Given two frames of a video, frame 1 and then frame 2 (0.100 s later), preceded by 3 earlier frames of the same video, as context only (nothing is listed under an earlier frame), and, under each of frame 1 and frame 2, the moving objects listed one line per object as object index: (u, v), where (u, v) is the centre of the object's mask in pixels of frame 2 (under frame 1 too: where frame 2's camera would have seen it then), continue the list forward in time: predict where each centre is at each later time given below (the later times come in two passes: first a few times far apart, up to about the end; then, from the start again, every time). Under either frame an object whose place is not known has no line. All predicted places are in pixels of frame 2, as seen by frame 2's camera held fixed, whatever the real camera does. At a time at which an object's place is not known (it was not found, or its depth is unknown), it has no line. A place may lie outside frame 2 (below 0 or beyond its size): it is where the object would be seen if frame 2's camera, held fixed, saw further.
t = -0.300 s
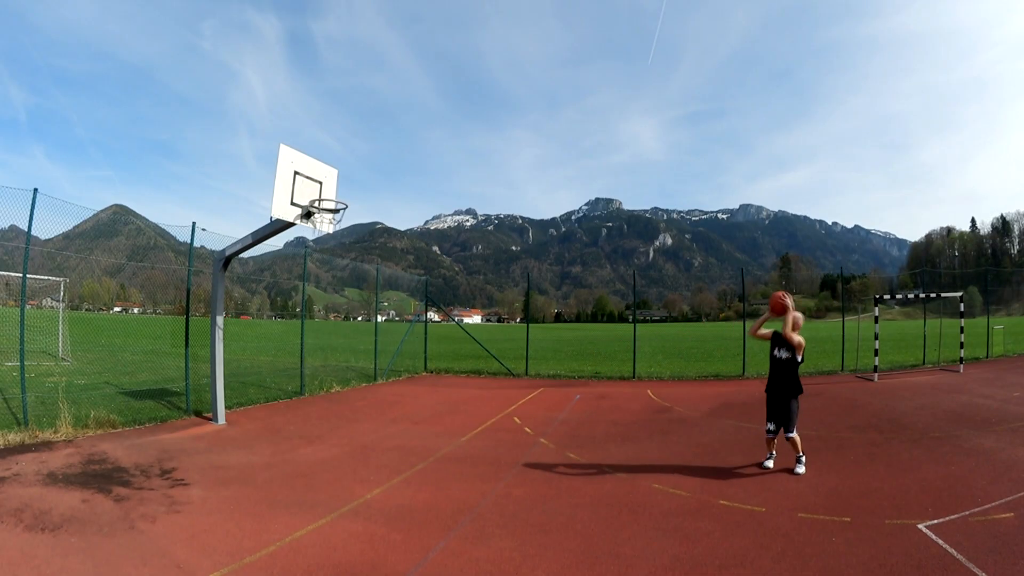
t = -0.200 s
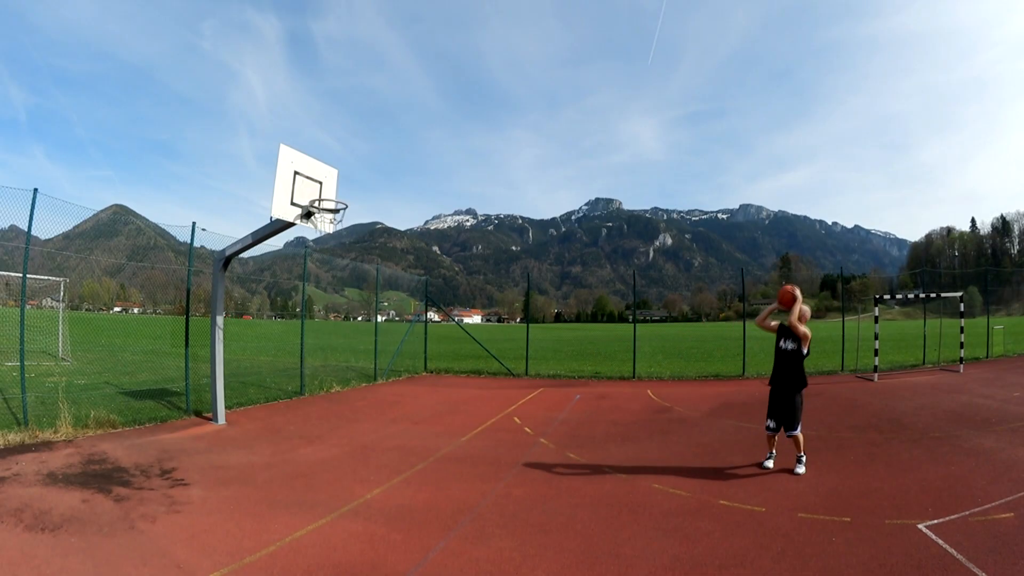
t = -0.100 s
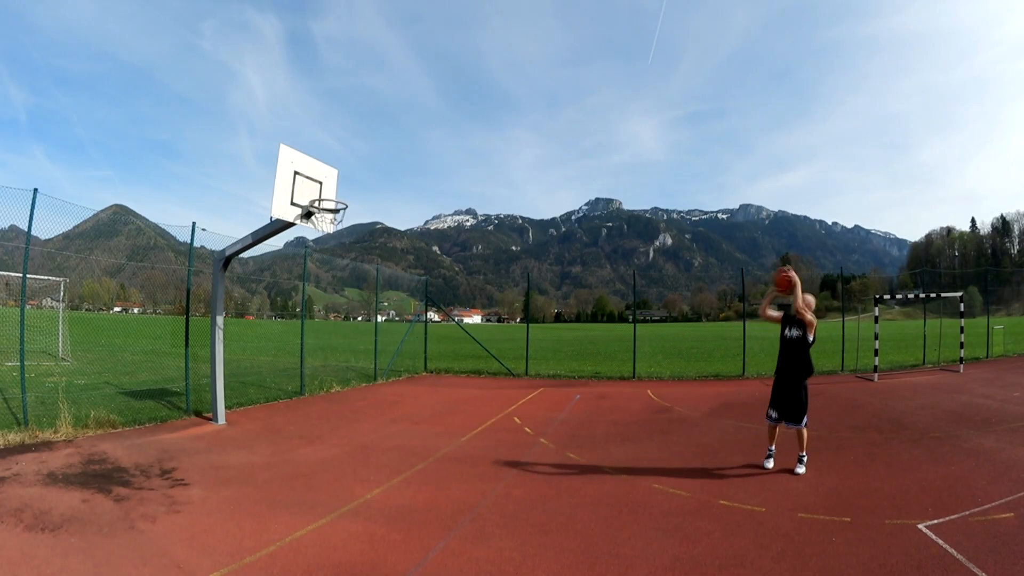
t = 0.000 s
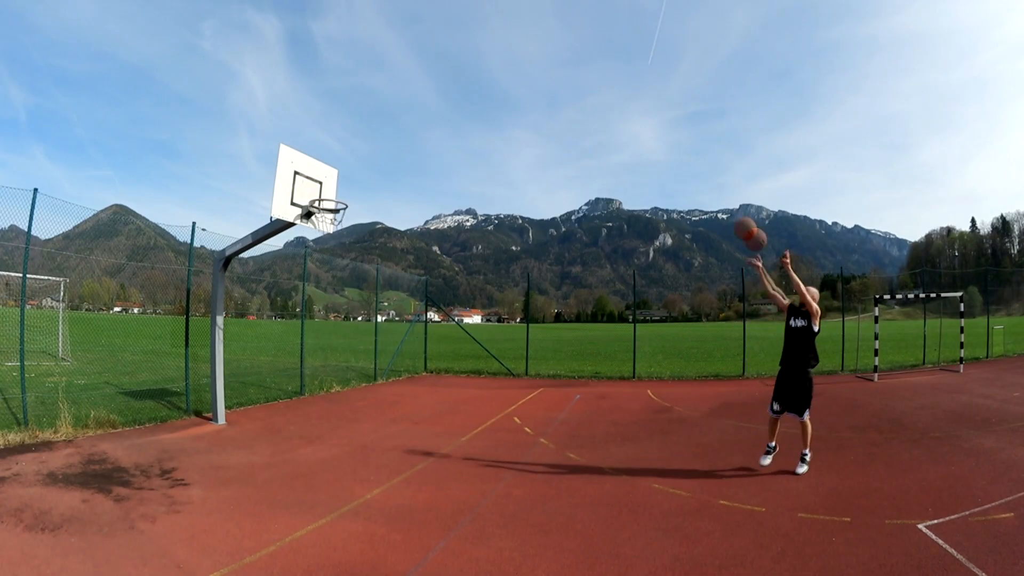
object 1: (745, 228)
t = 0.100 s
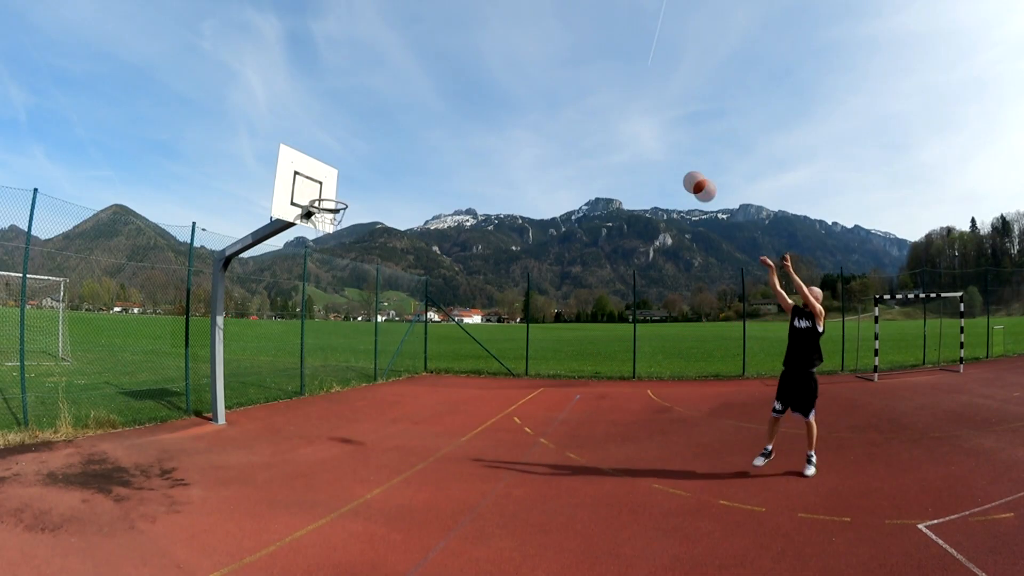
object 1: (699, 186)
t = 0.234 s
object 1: (633, 142)
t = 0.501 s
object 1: (506, 110)
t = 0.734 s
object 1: (411, 137)
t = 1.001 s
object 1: (317, 214)
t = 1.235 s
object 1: (310, 266)
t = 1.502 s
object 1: (304, 383)
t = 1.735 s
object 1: (308, 389)
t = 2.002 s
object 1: (320, 314)
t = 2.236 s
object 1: (331, 295)
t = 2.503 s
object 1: (344, 326)
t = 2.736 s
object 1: (356, 396)
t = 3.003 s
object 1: (363, 390)
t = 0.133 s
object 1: (684, 174)
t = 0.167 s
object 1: (664, 160)
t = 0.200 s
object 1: (648, 150)
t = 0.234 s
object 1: (633, 142)
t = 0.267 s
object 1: (613, 133)
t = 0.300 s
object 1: (598, 126)
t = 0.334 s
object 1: (584, 122)
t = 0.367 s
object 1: (565, 117)
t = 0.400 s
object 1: (555, 115)
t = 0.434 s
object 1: (537, 112)
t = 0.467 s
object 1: (519, 111)
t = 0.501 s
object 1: (506, 110)
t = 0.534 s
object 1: (492, 112)
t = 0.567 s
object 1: (476, 114)
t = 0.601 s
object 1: (463, 117)
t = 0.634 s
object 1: (450, 120)
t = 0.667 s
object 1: (434, 126)
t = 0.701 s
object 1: (422, 131)
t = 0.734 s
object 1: (411, 137)
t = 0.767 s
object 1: (396, 145)
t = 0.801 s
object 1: (387, 151)
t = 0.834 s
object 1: (373, 162)
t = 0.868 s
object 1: (359, 173)
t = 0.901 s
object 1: (351, 180)
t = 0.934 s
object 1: (338, 192)
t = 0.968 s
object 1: (324, 208)
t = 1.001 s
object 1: (317, 214)
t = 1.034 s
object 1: (315, 219)
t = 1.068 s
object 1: (314, 226)
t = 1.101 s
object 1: (313, 232)
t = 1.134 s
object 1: (313, 239)
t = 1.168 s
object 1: (312, 248)
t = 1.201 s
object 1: (311, 256)
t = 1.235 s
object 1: (310, 266)
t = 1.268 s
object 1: (309, 279)
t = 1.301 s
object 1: (308, 292)
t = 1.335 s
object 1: (307, 301)
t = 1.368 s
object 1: (306, 317)
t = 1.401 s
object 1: (306, 335)
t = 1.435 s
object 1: (305, 344)
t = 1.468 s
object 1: (304, 364)
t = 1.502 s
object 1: (304, 383)
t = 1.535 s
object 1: (304, 393)
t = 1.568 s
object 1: (304, 415)
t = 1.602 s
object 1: (305, 437)
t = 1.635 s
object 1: (305, 430)
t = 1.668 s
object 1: (306, 414)
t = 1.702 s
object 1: (307, 398)
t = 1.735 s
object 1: (308, 389)
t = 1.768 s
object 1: (310, 375)
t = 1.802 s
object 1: (311, 365)
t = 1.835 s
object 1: (312, 356)
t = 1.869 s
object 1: (313, 344)
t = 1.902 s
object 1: (315, 335)
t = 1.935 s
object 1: (316, 329)
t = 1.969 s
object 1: (318, 321)
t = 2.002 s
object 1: (320, 314)
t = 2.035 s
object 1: (322, 310)
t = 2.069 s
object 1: (323, 305)
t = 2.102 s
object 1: (325, 301)
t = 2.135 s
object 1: (327, 298)
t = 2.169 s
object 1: (328, 296)
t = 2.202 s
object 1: (330, 295)
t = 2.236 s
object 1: (331, 295)
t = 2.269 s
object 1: (333, 296)
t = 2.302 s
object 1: (335, 297)
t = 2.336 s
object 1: (336, 299)
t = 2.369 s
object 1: (338, 303)
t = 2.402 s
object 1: (339, 307)
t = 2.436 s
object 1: (341, 312)
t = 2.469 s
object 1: (343, 318)
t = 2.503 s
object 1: (344, 326)
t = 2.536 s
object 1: (346, 332)
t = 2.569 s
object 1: (347, 342)
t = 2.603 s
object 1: (349, 351)
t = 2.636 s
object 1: (351, 360)
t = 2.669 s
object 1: (353, 373)
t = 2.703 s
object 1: (355, 388)
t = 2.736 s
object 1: (356, 396)
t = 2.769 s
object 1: (358, 412)
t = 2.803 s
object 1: (360, 429)
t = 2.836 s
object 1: (362, 439)
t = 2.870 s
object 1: (362, 430)
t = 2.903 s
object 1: (362, 417)
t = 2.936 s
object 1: (363, 410)
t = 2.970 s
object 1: (363, 398)
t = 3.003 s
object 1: (363, 390)
